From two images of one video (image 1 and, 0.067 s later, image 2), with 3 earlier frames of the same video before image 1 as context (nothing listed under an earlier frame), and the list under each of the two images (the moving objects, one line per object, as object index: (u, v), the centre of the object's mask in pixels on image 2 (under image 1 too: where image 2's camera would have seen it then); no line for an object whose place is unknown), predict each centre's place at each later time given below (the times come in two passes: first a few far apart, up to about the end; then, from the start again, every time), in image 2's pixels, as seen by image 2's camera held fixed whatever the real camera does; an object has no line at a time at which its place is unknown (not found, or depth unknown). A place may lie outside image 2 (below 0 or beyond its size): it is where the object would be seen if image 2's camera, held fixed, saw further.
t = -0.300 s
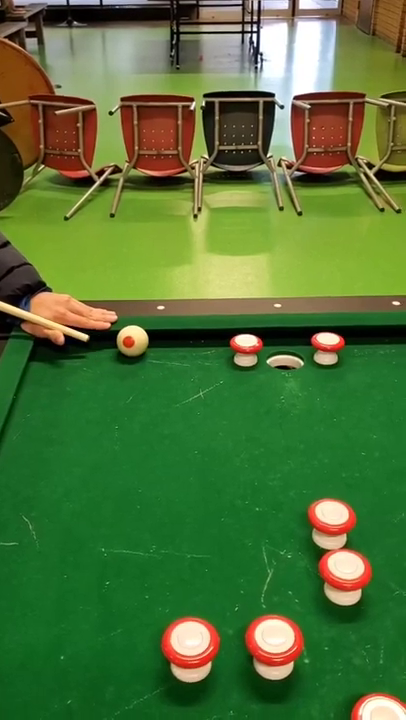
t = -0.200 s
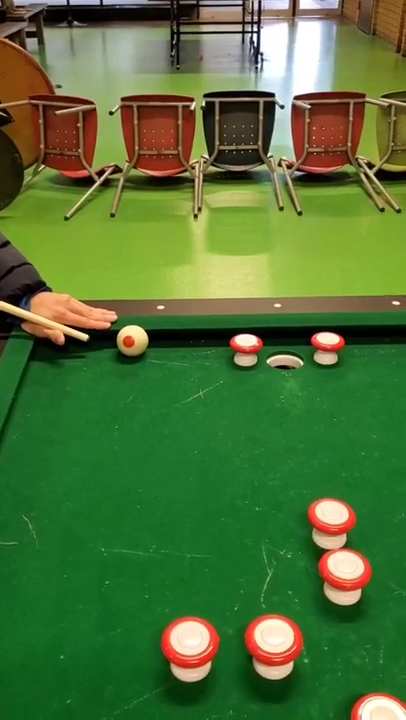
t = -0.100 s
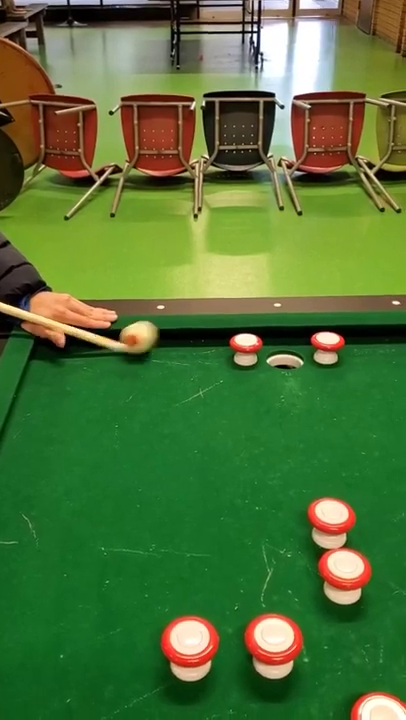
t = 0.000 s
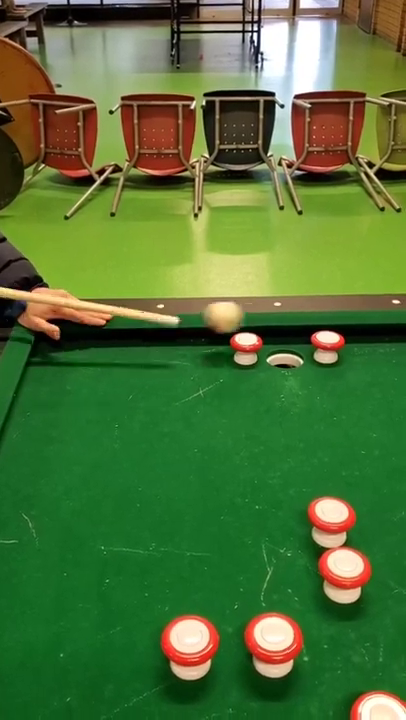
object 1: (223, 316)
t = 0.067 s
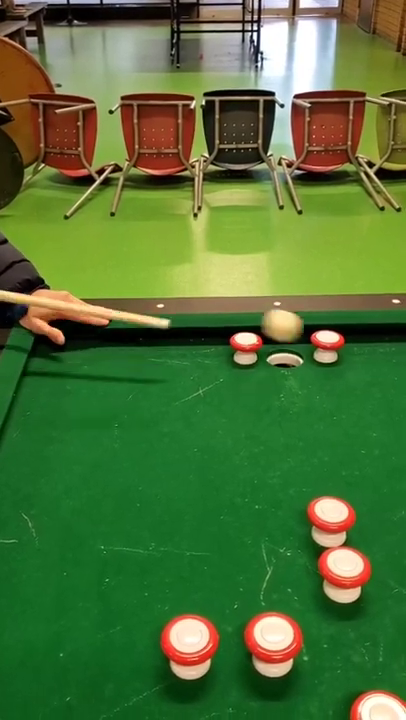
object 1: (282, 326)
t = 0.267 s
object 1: (289, 341)
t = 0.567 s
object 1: (282, 351)
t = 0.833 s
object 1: (285, 356)
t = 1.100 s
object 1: (286, 355)
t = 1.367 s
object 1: (283, 355)
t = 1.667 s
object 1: (284, 355)
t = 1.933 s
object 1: (284, 355)
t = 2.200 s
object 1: (284, 355)
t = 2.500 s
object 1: (285, 356)
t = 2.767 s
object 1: (284, 356)
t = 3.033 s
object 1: (285, 357)
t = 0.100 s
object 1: (291, 330)
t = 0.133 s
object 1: (278, 333)
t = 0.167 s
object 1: (276, 336)
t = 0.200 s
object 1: (280, 334)
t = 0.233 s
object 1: (284, 337)
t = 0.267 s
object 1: (289, 341)
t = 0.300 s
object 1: (292, 347)
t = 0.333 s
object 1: (291, 351)
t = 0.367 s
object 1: (284, 352)
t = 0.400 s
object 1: (278, 349)
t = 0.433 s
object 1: (278, 347)
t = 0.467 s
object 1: (282, 348)
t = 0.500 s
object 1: (288, 352)
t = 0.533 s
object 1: (285, 354)
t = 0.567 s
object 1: (282, 351)
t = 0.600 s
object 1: (286, 353)
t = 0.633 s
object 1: (285, 355)
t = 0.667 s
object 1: (282, 353)
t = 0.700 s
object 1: (286, 353)
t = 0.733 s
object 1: (285, 355)
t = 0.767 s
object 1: (283, 353)
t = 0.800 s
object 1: (286, 354)
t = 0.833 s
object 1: (285, 356)
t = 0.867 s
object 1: (284, 354)
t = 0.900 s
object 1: (287, 354)
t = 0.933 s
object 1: (285, 355)
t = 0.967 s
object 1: (284, 355)
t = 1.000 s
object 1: (286, 354)
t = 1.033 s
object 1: (286, 355)
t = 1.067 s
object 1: (284, 355)
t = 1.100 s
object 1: (286, 355)
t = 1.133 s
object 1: (285, 355)
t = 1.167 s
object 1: (283, 355)
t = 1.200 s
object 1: (285, 355)
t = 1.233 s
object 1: (285, 355)
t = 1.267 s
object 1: (283, 355)
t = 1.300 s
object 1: (285, 355)
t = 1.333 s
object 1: (285, 356)
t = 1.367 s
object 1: (283, 355)
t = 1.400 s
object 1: (285, 354)
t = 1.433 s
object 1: (285, 356)
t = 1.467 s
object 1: (284, 355)
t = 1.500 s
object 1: (286, 355)
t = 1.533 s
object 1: (285, 356)
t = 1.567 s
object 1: (284, 355)
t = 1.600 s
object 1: (286, 355)
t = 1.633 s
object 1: (284, 356)
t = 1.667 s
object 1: (284, 355)
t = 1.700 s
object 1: (285, 355)
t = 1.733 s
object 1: (284, 355)
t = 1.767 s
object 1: (284, 355)
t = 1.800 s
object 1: (285, 356)
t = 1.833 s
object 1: (283, 355)
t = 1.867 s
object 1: (285, 355)
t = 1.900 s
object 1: (285, 356)
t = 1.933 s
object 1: (284, 355)
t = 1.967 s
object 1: (286, 355)
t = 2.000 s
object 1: (284, 356)
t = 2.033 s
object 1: (285, 355)
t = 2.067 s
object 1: (286, 356)
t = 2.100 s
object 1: (284, 356)
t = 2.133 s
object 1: (285, 356)
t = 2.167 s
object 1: (285, 356)
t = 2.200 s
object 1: (284, 355)
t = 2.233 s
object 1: (285, 356)
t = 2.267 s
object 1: (284, 356)
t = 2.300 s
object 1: (285, 355)
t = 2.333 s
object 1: (285, 356)
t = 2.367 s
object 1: (284, 356)
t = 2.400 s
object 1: (285, 356)
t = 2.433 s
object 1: (284, 356)
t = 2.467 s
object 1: (285, 356)
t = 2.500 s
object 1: (285, 356)
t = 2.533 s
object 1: (284, 356)
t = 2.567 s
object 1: (285, 356)
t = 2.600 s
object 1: (284, 356)
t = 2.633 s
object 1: (285, 356)
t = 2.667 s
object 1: (284, 356)
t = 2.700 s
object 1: (285, 356)
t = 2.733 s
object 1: (285, 356)
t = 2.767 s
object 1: (284, 356)
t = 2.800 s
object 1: (285, 356)
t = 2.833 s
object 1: (284, 356)
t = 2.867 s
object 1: (285, 356)
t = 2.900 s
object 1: (284, 356)
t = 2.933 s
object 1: (285, 356)
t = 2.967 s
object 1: (284, 357)
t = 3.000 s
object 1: (285, 356)
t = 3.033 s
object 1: (285, 357)
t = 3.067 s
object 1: (285, 357)
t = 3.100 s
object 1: (285, 357)
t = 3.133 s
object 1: (285, 357)
